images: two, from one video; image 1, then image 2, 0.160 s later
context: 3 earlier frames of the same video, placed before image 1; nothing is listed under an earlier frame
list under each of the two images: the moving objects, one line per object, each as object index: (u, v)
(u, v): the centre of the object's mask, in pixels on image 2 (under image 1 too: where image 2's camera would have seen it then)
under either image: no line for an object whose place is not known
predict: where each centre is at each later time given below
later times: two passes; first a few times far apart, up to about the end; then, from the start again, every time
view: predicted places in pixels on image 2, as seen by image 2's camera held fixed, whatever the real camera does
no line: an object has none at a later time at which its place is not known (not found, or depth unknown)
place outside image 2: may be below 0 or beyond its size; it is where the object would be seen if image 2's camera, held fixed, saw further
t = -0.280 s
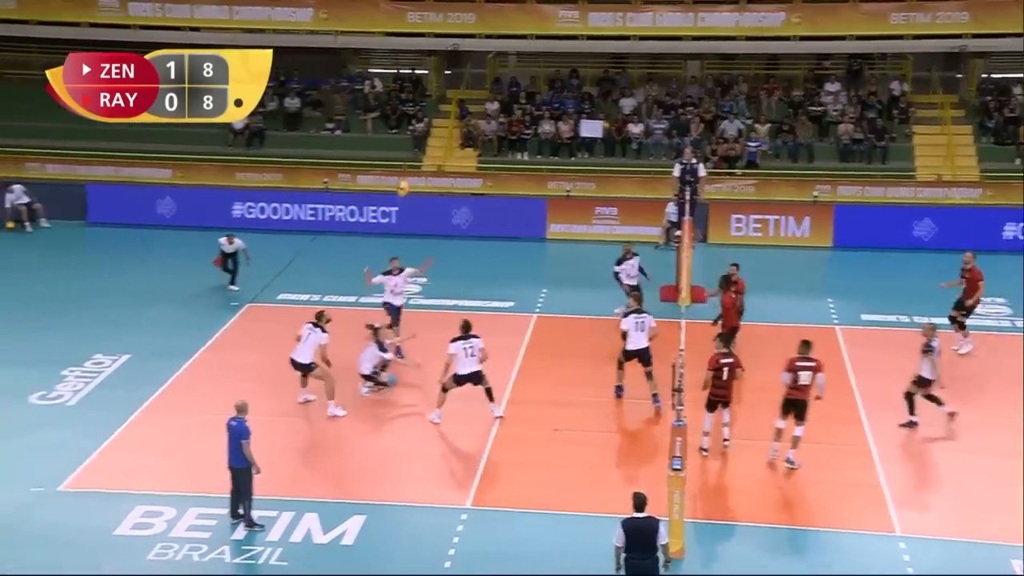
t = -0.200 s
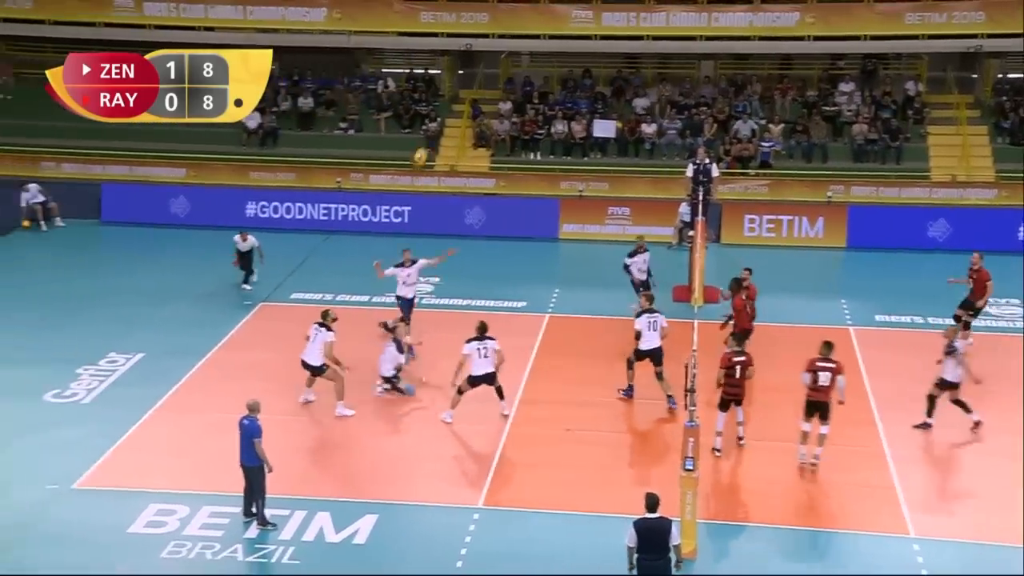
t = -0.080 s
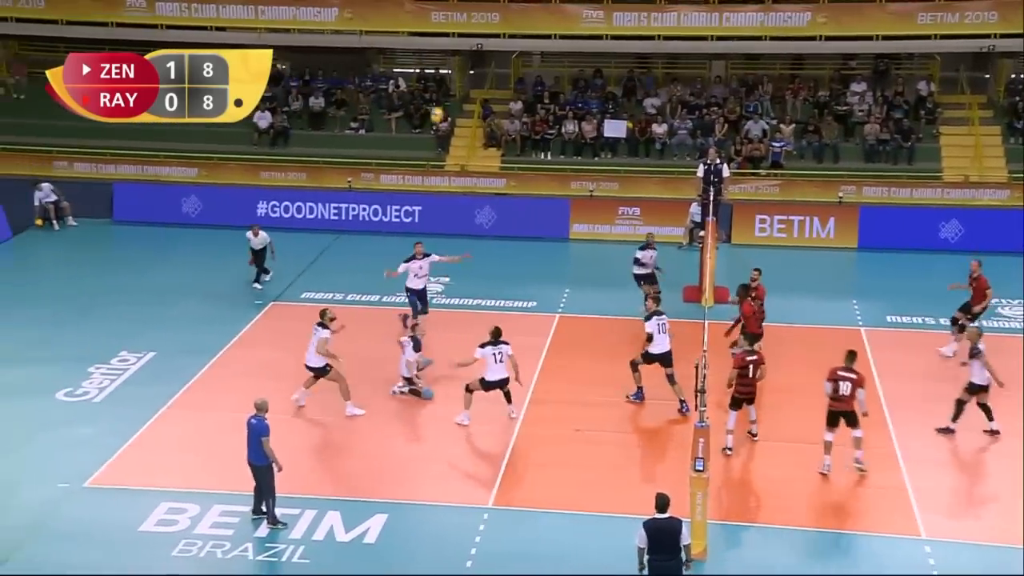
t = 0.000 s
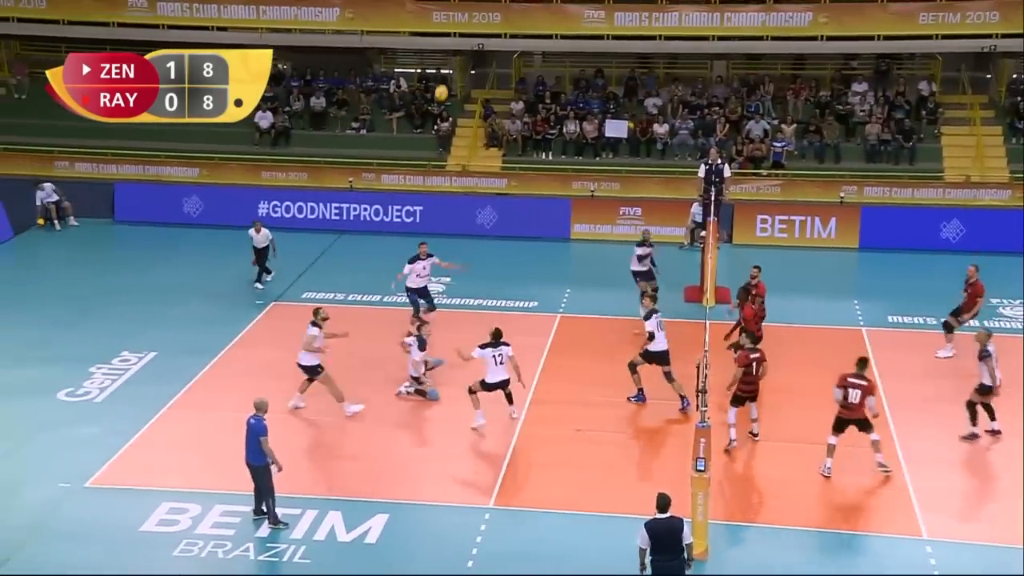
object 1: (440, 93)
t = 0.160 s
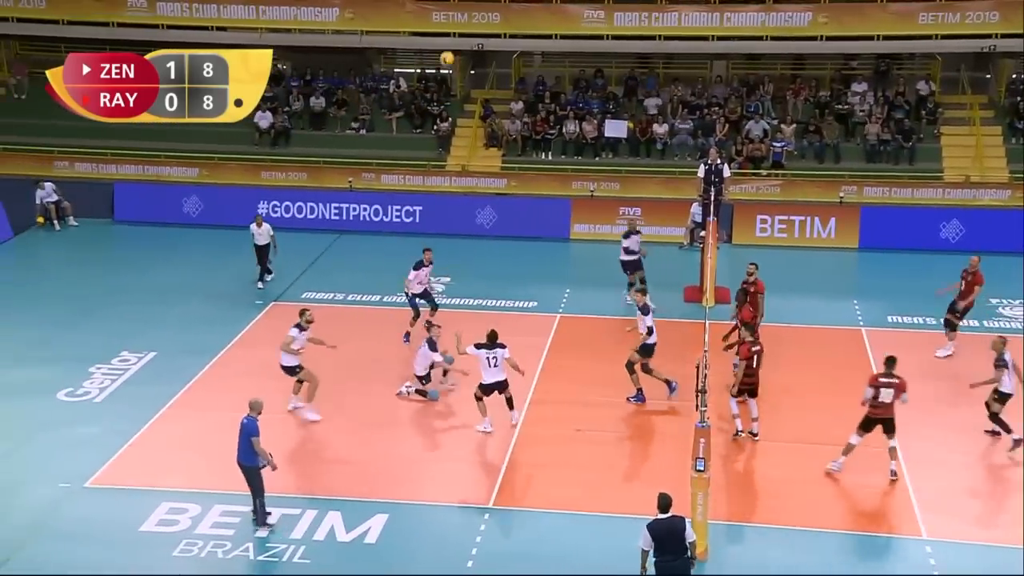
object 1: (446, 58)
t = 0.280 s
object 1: (451, 44)
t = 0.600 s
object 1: (464, 52)
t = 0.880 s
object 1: (476, 113)
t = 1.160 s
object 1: (491, 223)
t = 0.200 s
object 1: (448, 53)
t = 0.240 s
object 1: (450, 48)
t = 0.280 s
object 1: (451, 44)
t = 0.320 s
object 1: (453, 40)
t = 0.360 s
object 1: (454, 38)
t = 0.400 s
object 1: (456, 38)
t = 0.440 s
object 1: (457, 38)
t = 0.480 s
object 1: (459, 39)
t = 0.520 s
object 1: (461, 42)
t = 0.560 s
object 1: (462, 46)
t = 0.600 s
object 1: (464, 52)
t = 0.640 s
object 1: (465, 57)
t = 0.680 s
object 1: (467, 63)
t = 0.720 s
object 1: (469, 71)
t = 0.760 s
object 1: (470, 80)
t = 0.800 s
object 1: (472, 91)
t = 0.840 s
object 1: (474, 101)
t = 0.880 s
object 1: (476, 113)
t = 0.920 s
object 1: (479, 125)
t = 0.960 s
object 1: (480, 140)
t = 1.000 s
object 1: (482, 154)
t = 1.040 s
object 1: (484, 171)
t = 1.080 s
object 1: (486, 188)
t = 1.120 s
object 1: (488, 205)
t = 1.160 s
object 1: (491, 223)
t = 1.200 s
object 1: (494, 243)
